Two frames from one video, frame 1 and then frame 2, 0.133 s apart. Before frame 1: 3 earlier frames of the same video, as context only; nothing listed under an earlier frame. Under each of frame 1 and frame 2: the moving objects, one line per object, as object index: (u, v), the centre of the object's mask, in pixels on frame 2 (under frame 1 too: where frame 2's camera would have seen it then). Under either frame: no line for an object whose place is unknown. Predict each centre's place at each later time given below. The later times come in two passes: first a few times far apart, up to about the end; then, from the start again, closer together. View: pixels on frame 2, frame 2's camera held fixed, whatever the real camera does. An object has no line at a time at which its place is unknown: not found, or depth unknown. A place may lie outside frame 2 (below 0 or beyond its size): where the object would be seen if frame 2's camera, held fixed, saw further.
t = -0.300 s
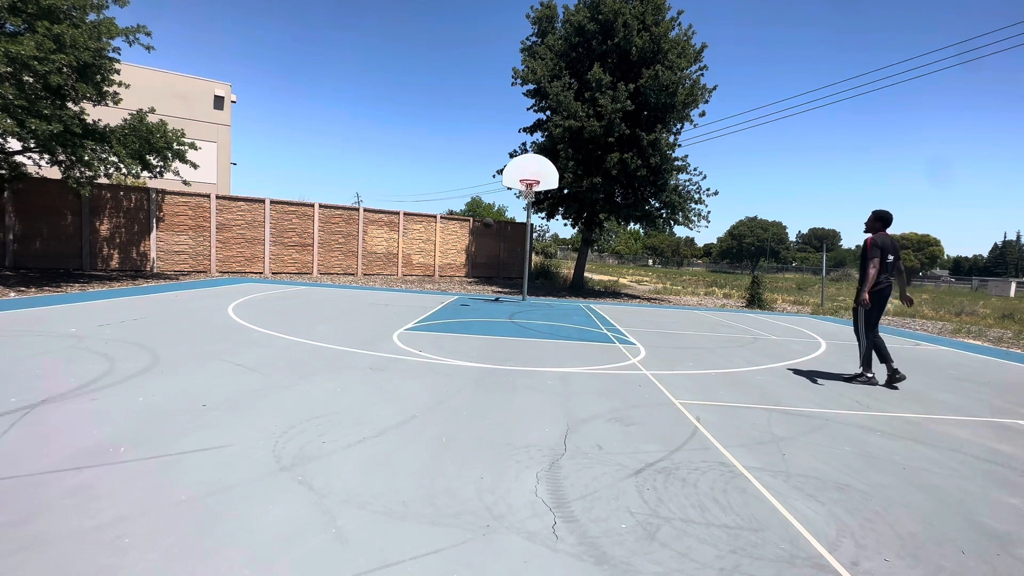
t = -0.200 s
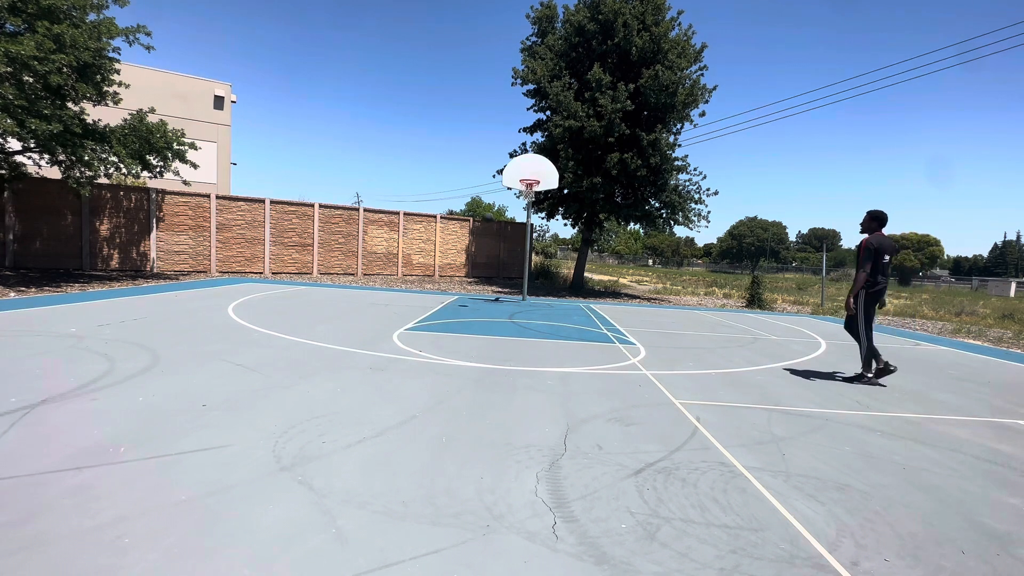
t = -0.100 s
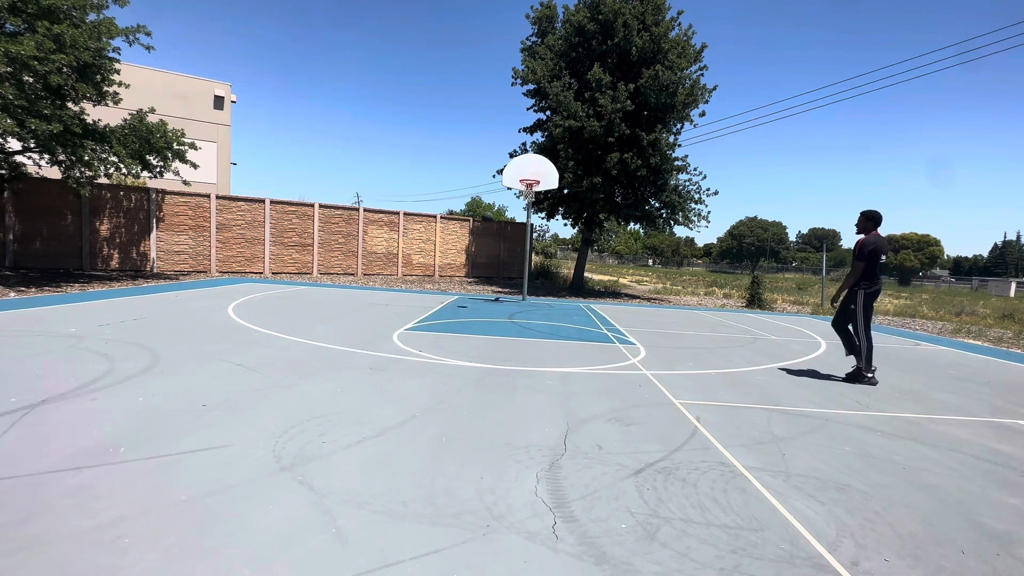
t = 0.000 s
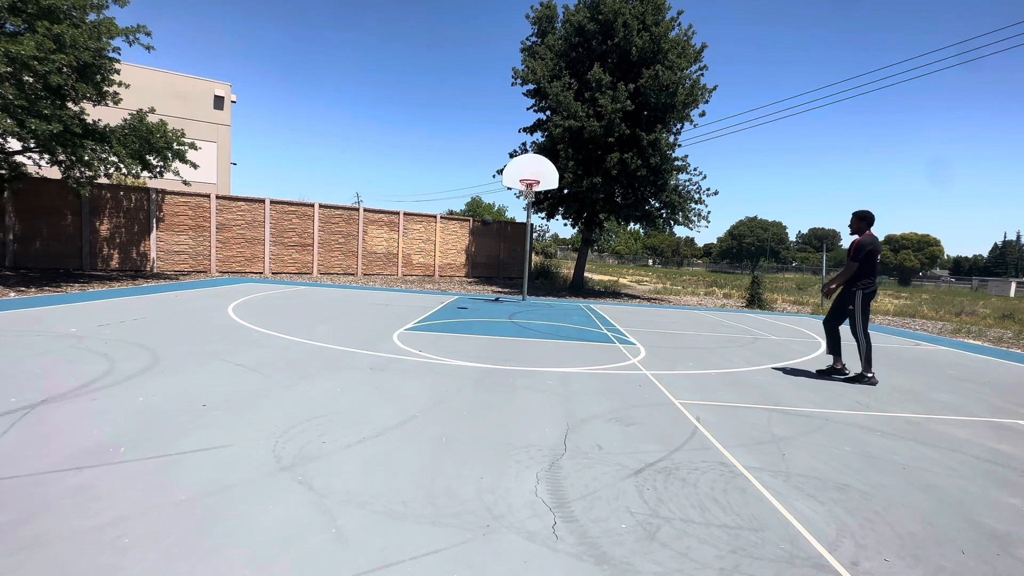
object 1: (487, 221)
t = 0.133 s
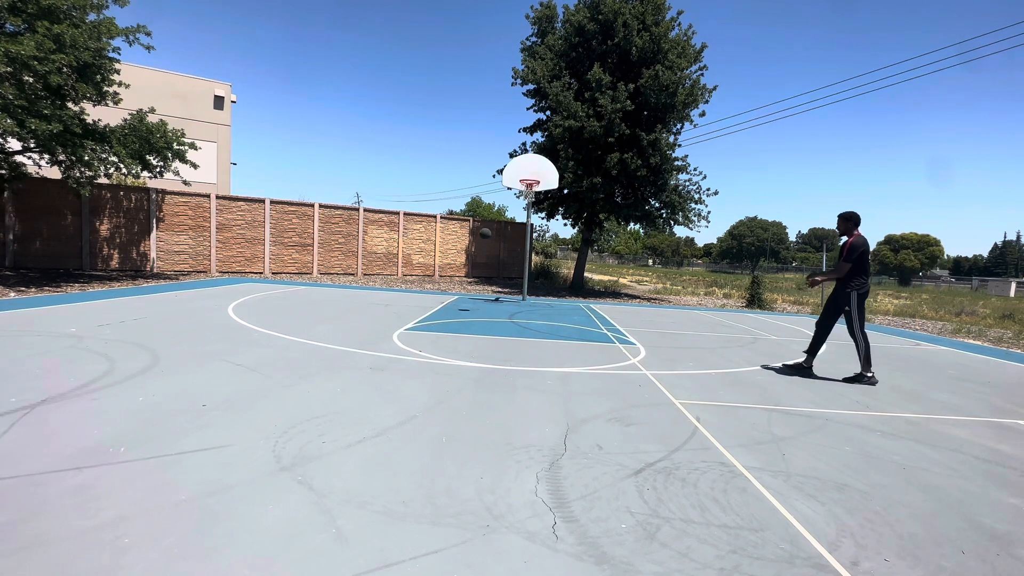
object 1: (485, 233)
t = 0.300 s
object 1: (483, 262)
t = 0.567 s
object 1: (455, 311)
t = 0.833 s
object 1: (450, 354)
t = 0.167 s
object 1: (485, 238)
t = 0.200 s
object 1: (484, 244)
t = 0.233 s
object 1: (484, 249)
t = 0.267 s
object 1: (484, 255)
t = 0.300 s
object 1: (483, 262)
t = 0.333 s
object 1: (483, 271)
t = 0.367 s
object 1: (482, 278)
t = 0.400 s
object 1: (481, 288)
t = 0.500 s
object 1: (456, 304)
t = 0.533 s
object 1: (455, 307)
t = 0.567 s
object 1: (455, 311)
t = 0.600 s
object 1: (454, 316)
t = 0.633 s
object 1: (454, 323)
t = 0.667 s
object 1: (453, 330)
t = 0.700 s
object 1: (452, 338)
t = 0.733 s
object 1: (451, 348)
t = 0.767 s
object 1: (451, 359)
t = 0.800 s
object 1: (450, 361)
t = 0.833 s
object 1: (450, 354)
